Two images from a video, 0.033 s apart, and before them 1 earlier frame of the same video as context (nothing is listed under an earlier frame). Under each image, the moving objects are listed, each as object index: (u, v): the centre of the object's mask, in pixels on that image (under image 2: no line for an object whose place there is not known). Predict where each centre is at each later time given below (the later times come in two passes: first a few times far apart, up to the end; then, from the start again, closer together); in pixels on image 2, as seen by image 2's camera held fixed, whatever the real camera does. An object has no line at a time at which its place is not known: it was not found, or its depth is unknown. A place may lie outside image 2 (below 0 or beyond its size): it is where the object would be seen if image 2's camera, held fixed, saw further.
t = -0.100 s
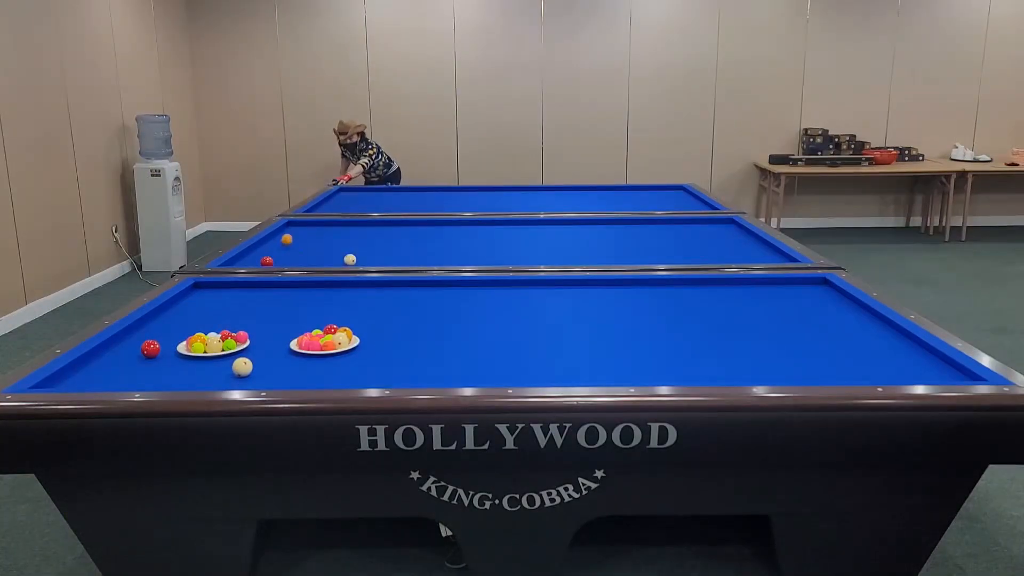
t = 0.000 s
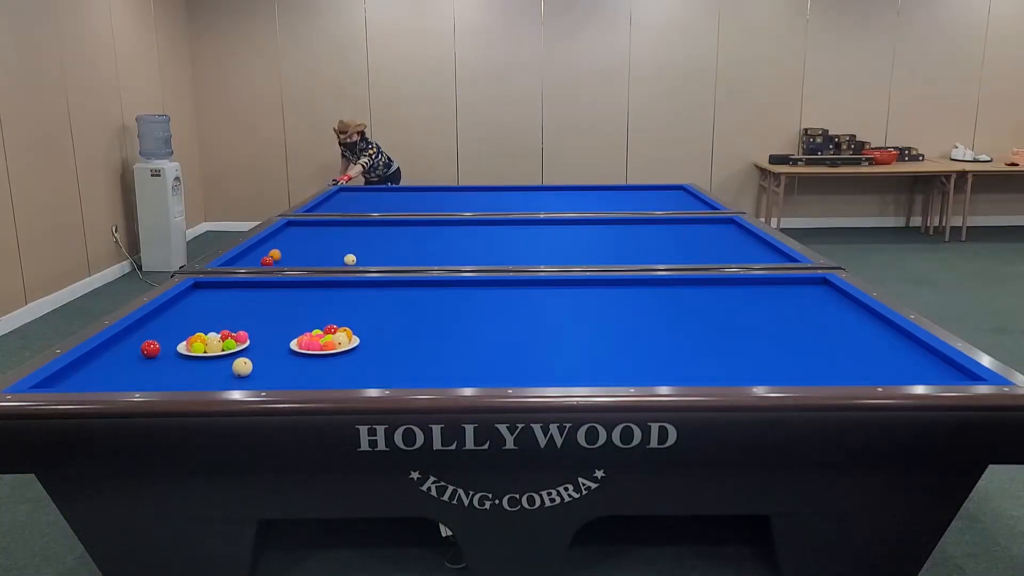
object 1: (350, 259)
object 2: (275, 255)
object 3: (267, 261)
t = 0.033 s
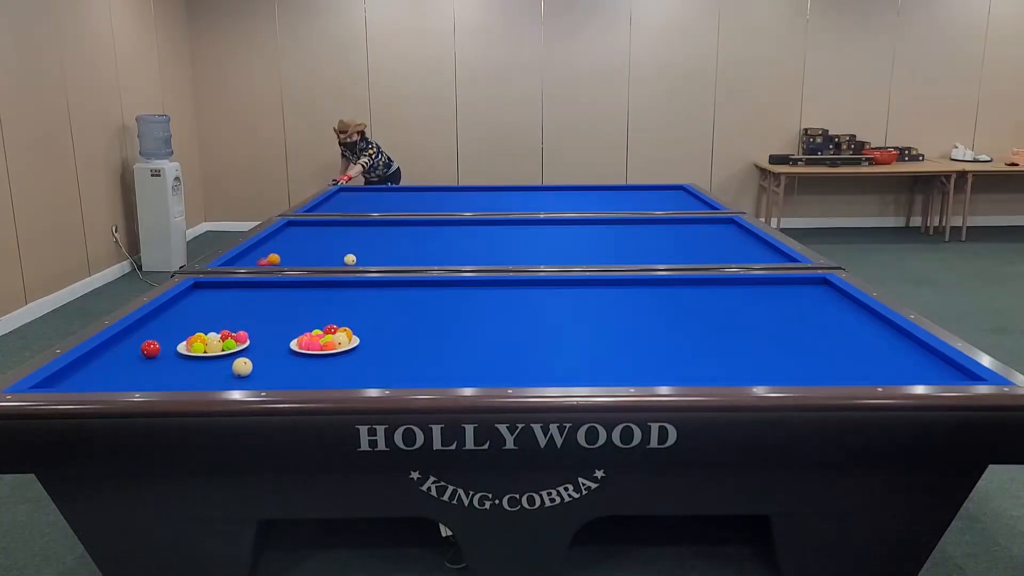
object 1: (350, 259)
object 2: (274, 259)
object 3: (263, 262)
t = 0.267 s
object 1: (350, 259)
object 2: (298, 260)
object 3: (286, 244)
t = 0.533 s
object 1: (350, 259)
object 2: (321, 260)
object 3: (309, 226)
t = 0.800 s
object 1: (353, 259)
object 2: (339, 259)
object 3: (303, 229)
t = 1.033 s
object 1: (365, 259)
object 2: (345, 259)
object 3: (292, 237)
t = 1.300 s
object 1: (377, 260)
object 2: (350, 258)
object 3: (278, 247)
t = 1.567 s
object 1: (389, 260)
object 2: (356, 258)
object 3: (262, 257)
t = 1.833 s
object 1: (401, 260)
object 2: (360, 257)
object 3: (252, 262)
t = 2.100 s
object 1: (411, 260)
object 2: (364, 256)
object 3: (260, 258)
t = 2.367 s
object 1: (422, 260)
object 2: (366, 256)
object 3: (268, 252)
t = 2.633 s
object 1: (431, 260)
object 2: (369, 256)
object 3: (275, 247)
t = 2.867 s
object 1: (439, 259)
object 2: (371, 255)
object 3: (280, 243)
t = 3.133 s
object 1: (447, 260)
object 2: (373, 255)
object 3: (286, 238)
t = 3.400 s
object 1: (454, 260)
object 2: (373, 255)
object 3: (291, 234)
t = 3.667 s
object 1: (461, 260)
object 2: (374, 255)
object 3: (296, 230)
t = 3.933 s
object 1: (467, 259)
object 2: (374, 255)
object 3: (301, 227)
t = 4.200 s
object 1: (473, 259)
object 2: (374, 255)
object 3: (305, 224)
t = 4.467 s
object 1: (477, 259)
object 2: (374, 255)
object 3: (305, 223)
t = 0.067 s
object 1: (350, 259)
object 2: (278, 260)
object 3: (262, 261)
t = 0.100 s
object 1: (350, 259)
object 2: (281, 260)
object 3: (267, 257)
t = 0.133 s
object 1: (350, 259)
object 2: (285, 260)
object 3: (271, 254)
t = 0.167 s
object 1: (350, 259)
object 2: (289, 260)
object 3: (275, 253)
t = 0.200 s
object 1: (350, 259)
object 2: (292, 260)
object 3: (279, 249)
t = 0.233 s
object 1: (350, 259)
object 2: (295, 260)
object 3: (283, 247)
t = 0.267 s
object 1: (350, 259)
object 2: (298, 260)
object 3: (286, 244)
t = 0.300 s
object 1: (350, 259)
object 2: (301, 260)
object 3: (290, 242)
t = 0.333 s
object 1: (350, 259)
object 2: (304, 260)
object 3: (293, 239)
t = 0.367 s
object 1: (350, 259)
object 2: (306, 260)
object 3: (296, 236)
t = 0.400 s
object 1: (350, 259)
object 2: (309, 260)
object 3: (299, 234)
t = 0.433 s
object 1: (350, 259)
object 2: (312, 260)
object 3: (302, 232)
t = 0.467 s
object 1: (350, 259)
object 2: (315, 260)
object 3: (304, 230)
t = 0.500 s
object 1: (350, 259)
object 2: (318, 260)
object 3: (306, 228)
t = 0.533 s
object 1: (350, 259)
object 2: (321, 260)
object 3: (309, 226)
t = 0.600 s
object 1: (350, 259)
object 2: (326, 260)
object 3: (312, 222)
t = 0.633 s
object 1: (350, 259)
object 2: (329, 259)
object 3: (312, 222)
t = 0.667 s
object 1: (350, 259)
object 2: (332, 259)
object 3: (311, 224)
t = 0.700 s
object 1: (350, 259)
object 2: (334, 259)
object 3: (309, 225)
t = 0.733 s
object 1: (350, 259)
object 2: (336, 259)
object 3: (307, 227)
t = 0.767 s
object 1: (351, 259)
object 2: (338, 259)
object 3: (305, 228)
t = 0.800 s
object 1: (353, 259)
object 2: (339, 259)
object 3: (303, 229)
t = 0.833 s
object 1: (355, 259)
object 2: (340, 259)
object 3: (302, 230)
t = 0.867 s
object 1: (357, 259)
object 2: (341, 259)
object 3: (300, 232)
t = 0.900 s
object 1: (358, 259)
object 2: (342, 259)
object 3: (298, 233)
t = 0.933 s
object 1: (360, 259)
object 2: (342, 259)
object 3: (297, 234)
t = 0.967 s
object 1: (361, 259)
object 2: (343, 259)
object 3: (295, 235)
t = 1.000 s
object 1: (363, 259)
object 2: (344, 259)
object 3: (293, 236)
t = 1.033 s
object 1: (365, 259)
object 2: (345, 259)
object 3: (292, 237)
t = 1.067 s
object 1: (366, 259)
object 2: (346, 259)
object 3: (291, 238)
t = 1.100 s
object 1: (368, 259)
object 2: (346, 259)
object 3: (289, 240)
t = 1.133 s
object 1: (369, 259)
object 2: (347, 259)
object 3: (287, 241)
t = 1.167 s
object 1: (371, 259)
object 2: (347, 259)
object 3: (285, 242)
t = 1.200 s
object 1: (373, 259)
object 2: (348, 259)
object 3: (283, 243)
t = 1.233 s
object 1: (374, 259)
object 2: (349, 258)
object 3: (282, 244)
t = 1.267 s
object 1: (376, 259)
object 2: (350, 258)
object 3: (280, 246)
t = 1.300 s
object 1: (377, 260)
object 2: (350, 258)
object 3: (278, 247)
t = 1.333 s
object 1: (379, 260)
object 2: (351, 258)
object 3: (276, 248)
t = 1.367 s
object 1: (380, 259)
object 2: (352, 258)
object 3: (274, 249)
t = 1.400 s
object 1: (382, 259)
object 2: (352, 258)
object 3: (273, 250)
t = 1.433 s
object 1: (383, 259)
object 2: (353, 258)
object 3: (271, 252)
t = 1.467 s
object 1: (385, 260)
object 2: (353, 258)
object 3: (269, 253)
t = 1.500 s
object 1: (386, 259)
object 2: (354, 258)
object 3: (267, 254)
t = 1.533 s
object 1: (388, 259)
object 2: (355, 258)
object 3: (265, 256)
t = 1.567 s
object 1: (389, 260)
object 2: (356, 258)
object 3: (262, 257)
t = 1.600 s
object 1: (391, 260)
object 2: (356, 258)
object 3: (260, 259)
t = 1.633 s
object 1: (392, 259)
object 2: (357, 258)
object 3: (258, 260)
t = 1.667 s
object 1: (394, 259)
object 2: (357, 258)
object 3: (257, 261)
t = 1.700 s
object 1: (395, 260)
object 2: (358, 257)
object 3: (254, 261)
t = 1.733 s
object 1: (396, 260)
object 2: (358, 257)
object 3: (252, 262)
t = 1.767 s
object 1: (398, 260)
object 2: (359, 257)
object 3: (250, 263)
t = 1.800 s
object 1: (399, 260)
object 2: (359, 257)
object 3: (250, 263)
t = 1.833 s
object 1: (401, 260)
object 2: (360, 257)
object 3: (252, 262)
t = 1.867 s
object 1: (402, 260)
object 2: (360, 257)
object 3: (253, 262)
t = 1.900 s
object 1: (403, 260)
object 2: (361, 257)
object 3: (254, 261)
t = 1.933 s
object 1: (405, 260)
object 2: (361, 257)
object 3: (255, 261)
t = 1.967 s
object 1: (406, 260)
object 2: (362, 257)
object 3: (257, 260)
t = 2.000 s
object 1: (408, 259)
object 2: (362, 257)
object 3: (258, 260)
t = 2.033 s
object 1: (409, 259)
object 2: (363, 257)
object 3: (258, 259)
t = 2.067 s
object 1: (410, 260)
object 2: (363, 257)
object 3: (259, 259)
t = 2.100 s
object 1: (411, 260)
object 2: (364, 256)
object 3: (260, 258)
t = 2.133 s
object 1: (413, 260)
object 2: (364, 256)
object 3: (261, 257)
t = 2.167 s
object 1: (414, 260)
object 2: (364, 256)
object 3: (262, 256)
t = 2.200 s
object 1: (415, 259)
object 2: (365, 256)
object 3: (263, 255)
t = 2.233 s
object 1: (417, 259)
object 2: (365, 256)
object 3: (264, 255)
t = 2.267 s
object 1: (418, 259)
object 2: (365, 256)
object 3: (265, 254)
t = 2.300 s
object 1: (419, 259)
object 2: (366, 256)
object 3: (266, 254)
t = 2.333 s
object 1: (420, 260)
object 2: (366, 256)
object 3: (267, 253)
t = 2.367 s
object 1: (422, 260)
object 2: (366, 256)
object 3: (268, 252)
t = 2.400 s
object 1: (423, 259)
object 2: (367, 256)
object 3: (269, 252)
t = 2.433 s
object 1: (424, 259)
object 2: (367, 256)
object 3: (270, 251)
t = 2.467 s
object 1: (425, 260)
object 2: (368, 256)
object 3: (271, 250)
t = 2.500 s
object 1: (426, 260)
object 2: (368, 256)
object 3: (271, 249)
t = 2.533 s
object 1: (427, 260)
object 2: (368, 256)
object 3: (273, 249)
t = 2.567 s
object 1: (429, 260)
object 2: (369, 256)
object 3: (273, 248)
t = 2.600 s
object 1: (430, 260)
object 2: (369, 256)
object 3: (274, 248)
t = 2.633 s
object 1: (431, 260)
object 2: (369, 256)
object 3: (275, 247)
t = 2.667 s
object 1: (432, 260)
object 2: (369, 256)
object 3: (276, 246)
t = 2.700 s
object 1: (433, 260)
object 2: (369, 256)
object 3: (276, 246)
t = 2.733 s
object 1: (435, 259)
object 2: (370, 256)
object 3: (277, 245)
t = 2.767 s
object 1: (436, 259)
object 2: (370, 255)
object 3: (278, 245)
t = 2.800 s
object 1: (437, 260)
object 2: (370, 256)
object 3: (279, 244)
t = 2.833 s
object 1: (438, 259)
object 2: (371, 256)
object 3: (280, 244)
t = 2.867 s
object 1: (439, 259)
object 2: (371, 255)
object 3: (280, 243)
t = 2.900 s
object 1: (440, 260)
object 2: (371, 255)
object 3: (281, 242)
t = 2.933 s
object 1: (441, 260)
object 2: (371, 255)
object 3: (282, 242)
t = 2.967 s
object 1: (442, 259)
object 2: (372, 255)
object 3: (283, 241)
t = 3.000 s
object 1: (443, 259)
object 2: (372, 255)
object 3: (283, 241)
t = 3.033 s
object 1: (444, 259)
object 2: (372, 255)
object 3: (284, 240)
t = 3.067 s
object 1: (445, 260)
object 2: (372, 255)
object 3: (285, 240)
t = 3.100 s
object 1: (446, 260)
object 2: (372, 255)
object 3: (285, 239)
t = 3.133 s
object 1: (447, 260)
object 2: (373, 255)
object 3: (286, 238)
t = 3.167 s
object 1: (448, 260)
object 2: (373, 255)
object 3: (287, 238)
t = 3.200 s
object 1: (449, 260)
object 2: (373, 255)
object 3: (287, 237)
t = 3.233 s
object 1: (450, 260)
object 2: (373, 255)
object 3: (288, 237)
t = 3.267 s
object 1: (450, 260)
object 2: (373, 255)
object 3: (289, 236)
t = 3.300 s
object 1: (452, 260)
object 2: (373, 255)
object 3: (289, 236)
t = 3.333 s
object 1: (452, 260)
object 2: (373, 255)
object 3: (290, 235)
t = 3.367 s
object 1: (453, 259)
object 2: (373, 255)
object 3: (290, 235)
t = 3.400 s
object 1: (454, 260)
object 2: (373, 255)
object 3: (291, 234)
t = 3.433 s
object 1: (455, 259)
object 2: (374, 255)
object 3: (292, 234)
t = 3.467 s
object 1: (456, 259)
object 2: (374, 255)
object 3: (293, 233)
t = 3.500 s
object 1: (457, 259)
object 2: (374, 255)
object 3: (293, 233)
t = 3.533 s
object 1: (458, 259)
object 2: (374, 255)
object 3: (294, 232)
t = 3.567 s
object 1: (459, 260)
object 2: (374, 255)
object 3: (294, 232)
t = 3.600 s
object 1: (460, 259)
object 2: (374, 255)
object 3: (295, 231)
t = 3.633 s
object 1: (460, 259)
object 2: (374, 255)
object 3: (295, 231)
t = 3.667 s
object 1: (461, 260)
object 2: (374, 255)
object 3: (296, 230)
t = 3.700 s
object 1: (462, 259)
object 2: (374, 255)
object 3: (297, 230)
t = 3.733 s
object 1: (463, 259)
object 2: (374, 255)
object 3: (297, 230)
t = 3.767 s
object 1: (464, 260)
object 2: (374, 255)
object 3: (298, 229)
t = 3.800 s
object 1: (464, 260)
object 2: (374, 255)
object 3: (298, 229)
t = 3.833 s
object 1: (465, 259)
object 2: (374, 255)
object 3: (299, 228)
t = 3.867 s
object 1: (466, 259)
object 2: (374, 255)
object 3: (299, 228)
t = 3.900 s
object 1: (467, 259)
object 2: (374, 255)
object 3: (300, 227)
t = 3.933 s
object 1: (467, 259)
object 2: (374, 255)
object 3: (301, 227)
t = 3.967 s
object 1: (468, 259)
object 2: (374, 255)
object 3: (301, 226)
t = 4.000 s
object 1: (469, 259)
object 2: (374, 255)
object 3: (302, 226)
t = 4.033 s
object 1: (469, 259)
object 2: (374, 255)
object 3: (302, 226)
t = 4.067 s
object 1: (470, 260)
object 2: (374, 255)
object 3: (303, 225)
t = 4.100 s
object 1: (471, 259)
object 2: (374, 255)
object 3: (303, 225)
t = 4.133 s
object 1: (471, 259)
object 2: (374, 255)
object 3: (303, 224)
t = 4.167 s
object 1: (472, 259)
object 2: (374, 255)
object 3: (304, 224)
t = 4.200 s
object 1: (473, 259)
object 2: (374, 255)
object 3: (305, 224)
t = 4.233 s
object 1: (473, 259)
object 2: (374, 255)
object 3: (305, 223)
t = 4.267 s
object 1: (474, 259)
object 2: (374, 255)
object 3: (306, 223)
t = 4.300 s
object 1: (475, 259)
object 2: (374, 255)
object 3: (306, 223)
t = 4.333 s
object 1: (475, 259)
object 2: (374, 255)
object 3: (306, 223)
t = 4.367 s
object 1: (476, 259)
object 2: (374, 255)
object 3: (306, 223)
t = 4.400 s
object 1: (476, 259)
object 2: (374, 255)
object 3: (305, 223)
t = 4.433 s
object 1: (477, 259)
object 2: (374, 255)
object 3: (305, 223)
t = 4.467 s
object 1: (477, 259)
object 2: (374, 255)
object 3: (305, 223)
